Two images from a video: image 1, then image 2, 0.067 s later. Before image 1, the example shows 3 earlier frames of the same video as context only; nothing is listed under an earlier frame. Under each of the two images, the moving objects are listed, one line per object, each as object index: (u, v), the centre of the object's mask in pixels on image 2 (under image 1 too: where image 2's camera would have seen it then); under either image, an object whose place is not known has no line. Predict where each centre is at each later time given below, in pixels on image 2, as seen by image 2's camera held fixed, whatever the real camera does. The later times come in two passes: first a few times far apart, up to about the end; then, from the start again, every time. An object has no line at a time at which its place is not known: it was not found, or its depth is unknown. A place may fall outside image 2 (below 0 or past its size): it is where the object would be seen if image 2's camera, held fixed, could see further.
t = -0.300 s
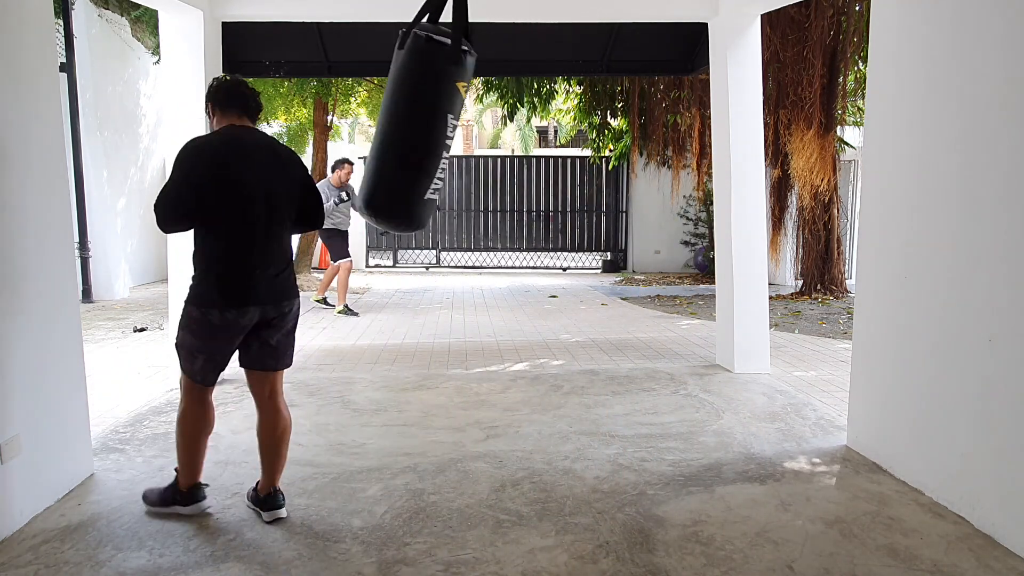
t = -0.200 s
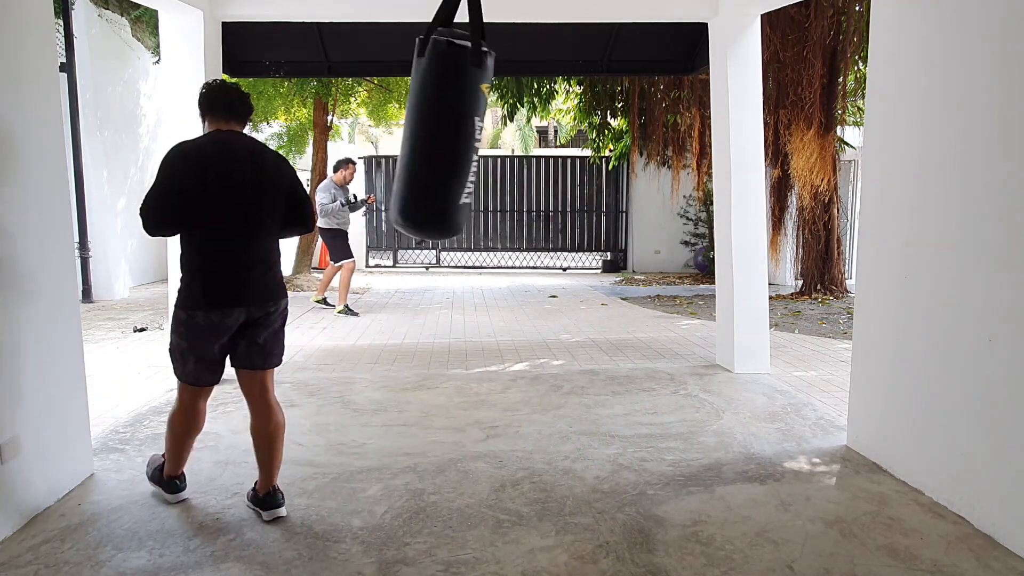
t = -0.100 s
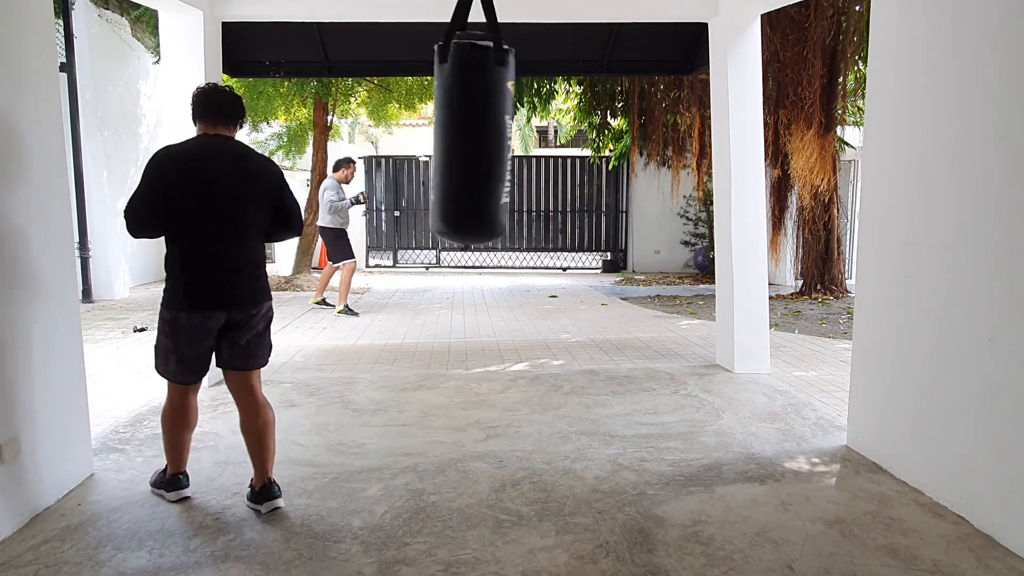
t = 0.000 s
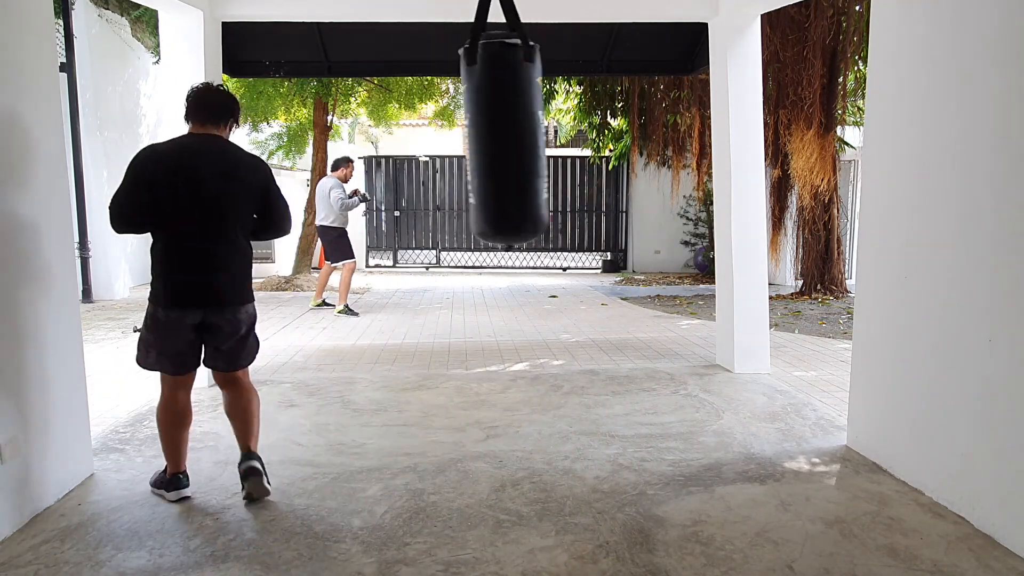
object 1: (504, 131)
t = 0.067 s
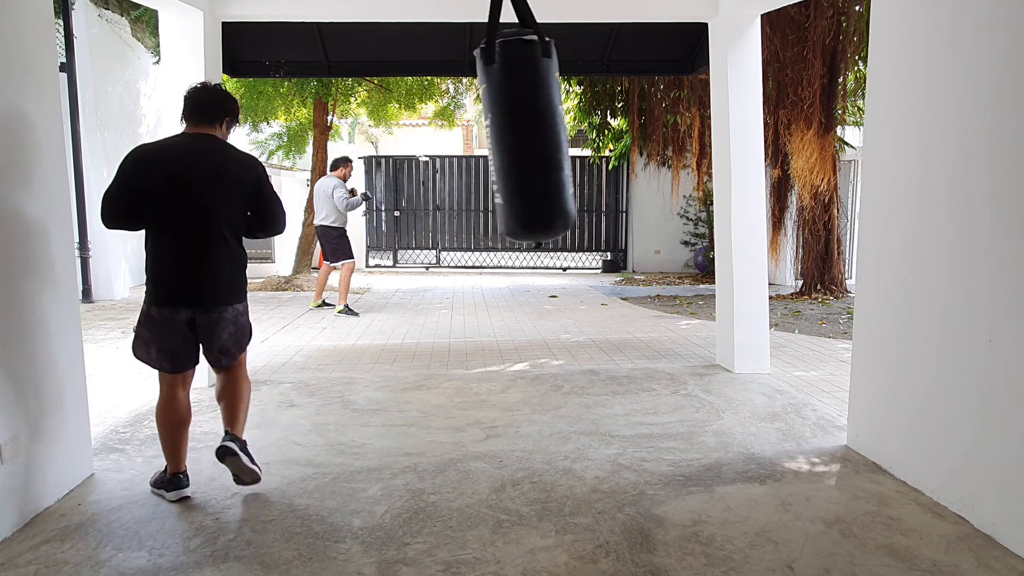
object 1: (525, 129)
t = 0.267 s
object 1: (575, 116)
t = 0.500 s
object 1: (598, 110)
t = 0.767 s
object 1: (570, 123)
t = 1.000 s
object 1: (505, 135)
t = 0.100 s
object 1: (535, 127)
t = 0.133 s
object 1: (544, 125)
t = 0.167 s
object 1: (552, 123)
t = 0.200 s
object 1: (560, 121)
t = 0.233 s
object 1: (568, 118)
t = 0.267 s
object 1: (575, 116)
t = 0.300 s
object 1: (581, 115)
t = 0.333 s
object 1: (587, 113)
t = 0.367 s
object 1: (591, 112)
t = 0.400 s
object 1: (594, 111)
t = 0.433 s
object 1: (596, 110)
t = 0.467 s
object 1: (598, 110)
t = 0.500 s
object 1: (598, 110)
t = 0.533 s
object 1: (598, 110)
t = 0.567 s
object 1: (597, 111)
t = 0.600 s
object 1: (595, 112)
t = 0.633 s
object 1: (592, 114)
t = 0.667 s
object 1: (588, 116)
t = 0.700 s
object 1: (583, 117)
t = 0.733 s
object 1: (576, 120)
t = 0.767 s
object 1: (570, 123)
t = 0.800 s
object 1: (561, 124)
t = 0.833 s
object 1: (554, 127)
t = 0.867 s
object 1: (544, 128)
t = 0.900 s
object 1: (535, 130)
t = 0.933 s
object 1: (525, 132)
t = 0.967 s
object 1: (515, 133)
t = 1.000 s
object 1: (505, 135)
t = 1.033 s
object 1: (494, 134)
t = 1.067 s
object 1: (483, 135)
